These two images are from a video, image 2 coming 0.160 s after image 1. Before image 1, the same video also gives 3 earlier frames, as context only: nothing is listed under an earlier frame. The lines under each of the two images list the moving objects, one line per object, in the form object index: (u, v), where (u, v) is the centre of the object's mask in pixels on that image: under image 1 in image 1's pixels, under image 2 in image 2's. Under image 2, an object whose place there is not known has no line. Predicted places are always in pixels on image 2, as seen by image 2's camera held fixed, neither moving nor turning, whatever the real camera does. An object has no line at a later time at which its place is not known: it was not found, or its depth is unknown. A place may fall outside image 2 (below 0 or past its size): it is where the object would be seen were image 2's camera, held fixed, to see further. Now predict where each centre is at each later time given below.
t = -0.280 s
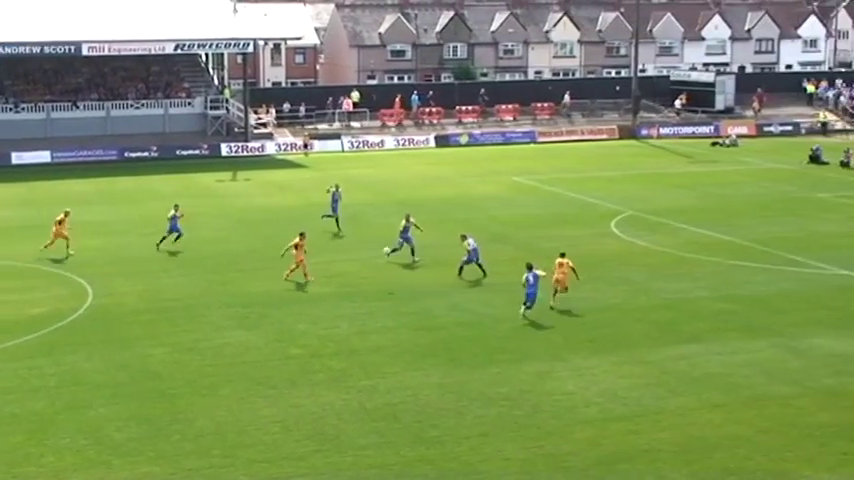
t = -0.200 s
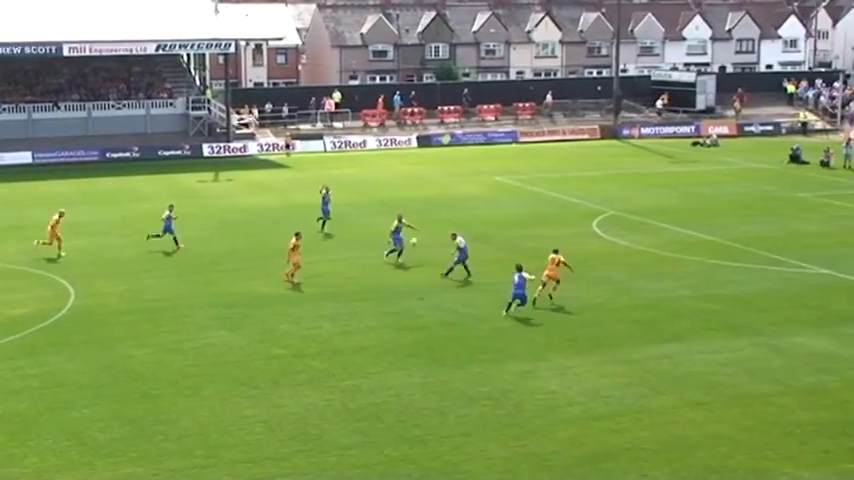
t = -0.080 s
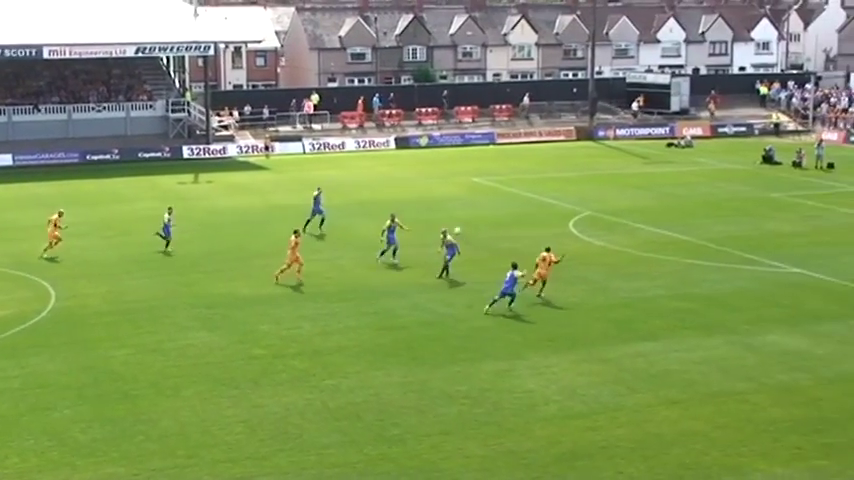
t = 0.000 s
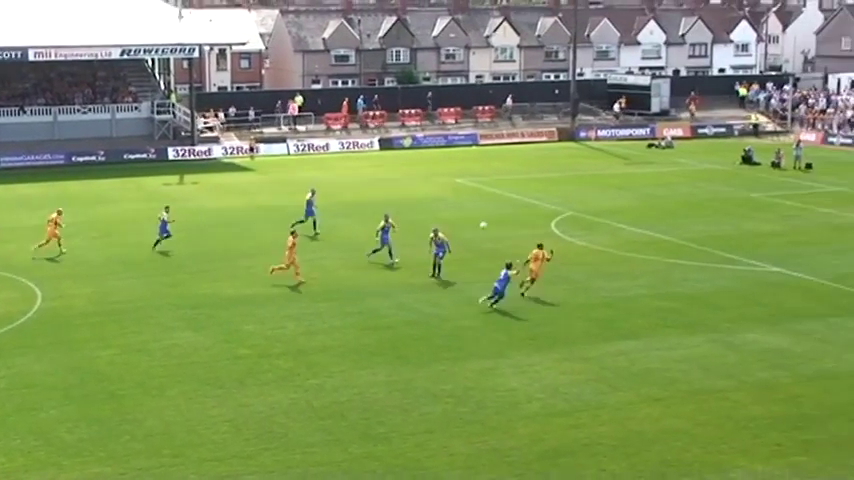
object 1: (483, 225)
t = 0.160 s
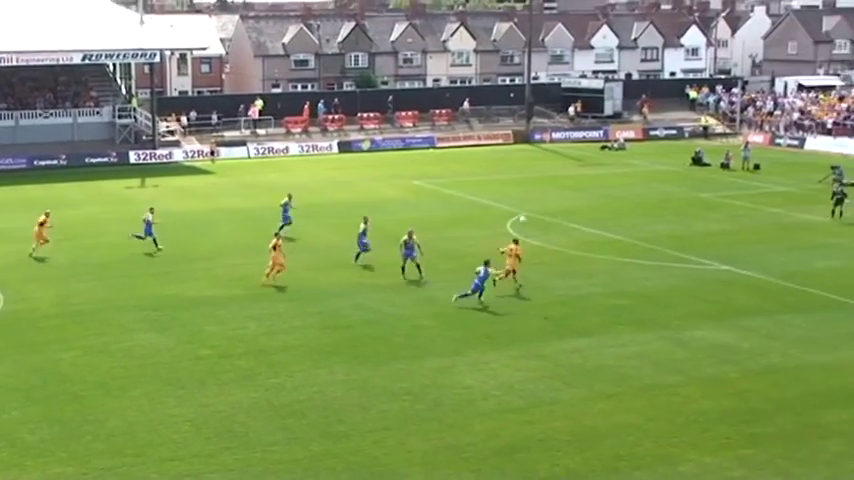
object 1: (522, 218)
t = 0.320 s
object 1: (602, 220)
